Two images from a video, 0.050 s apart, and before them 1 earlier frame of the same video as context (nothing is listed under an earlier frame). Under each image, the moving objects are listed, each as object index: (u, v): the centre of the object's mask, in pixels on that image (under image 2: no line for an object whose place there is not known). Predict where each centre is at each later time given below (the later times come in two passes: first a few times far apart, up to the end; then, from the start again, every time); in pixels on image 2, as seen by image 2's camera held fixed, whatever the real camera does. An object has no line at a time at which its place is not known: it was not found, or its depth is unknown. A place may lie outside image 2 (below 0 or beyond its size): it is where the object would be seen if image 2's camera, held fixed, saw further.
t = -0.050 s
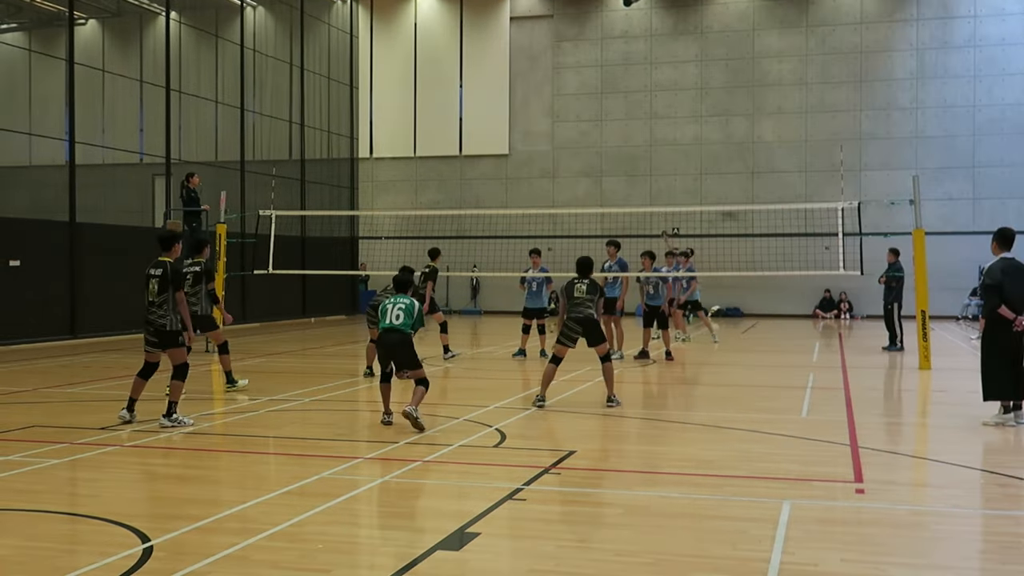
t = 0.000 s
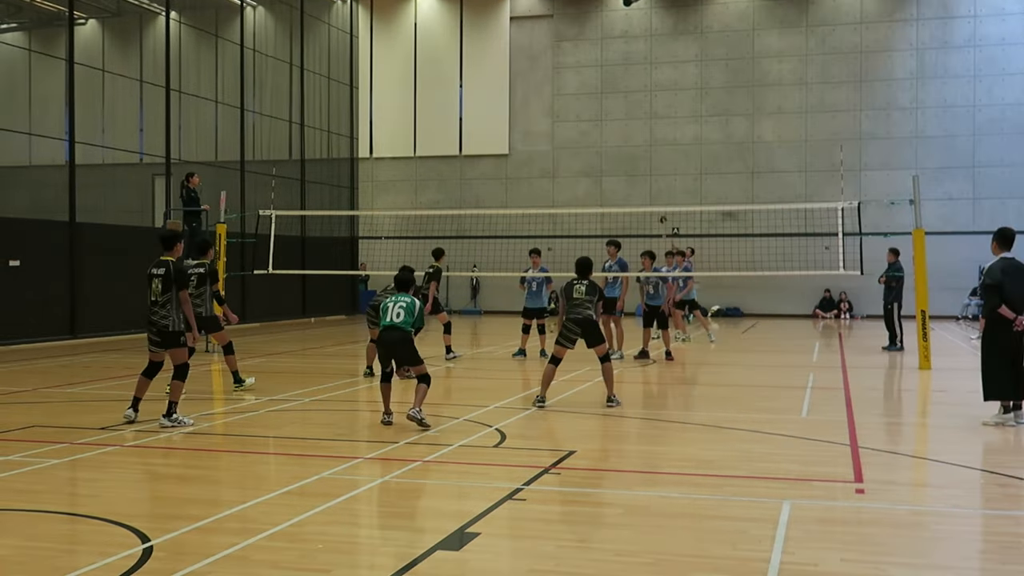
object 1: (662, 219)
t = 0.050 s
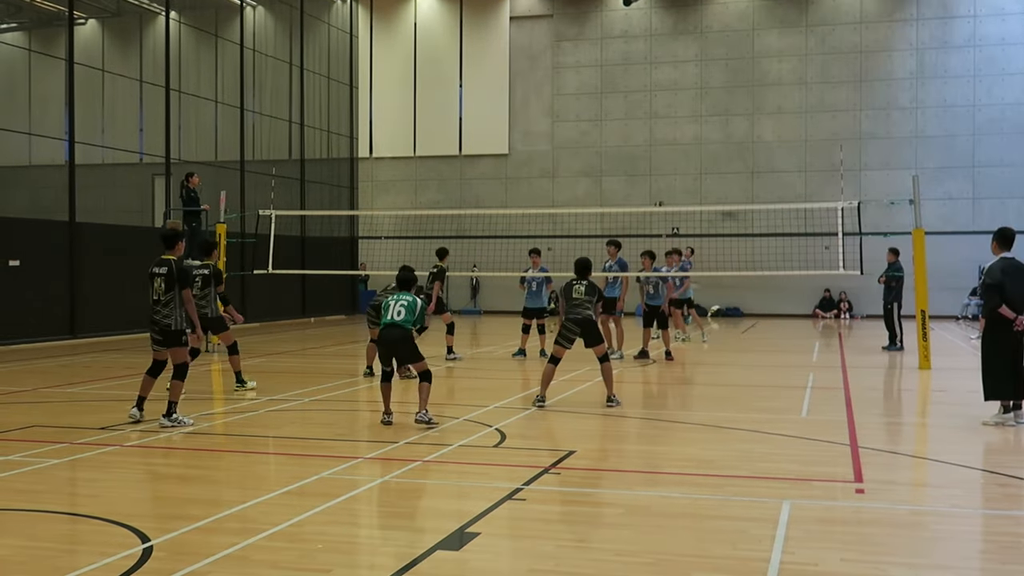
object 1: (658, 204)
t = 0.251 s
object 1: (646, 154)
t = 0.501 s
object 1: (634, 114)
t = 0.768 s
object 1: (618, 102)
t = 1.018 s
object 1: (587, 134)
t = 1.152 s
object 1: (570, 176)
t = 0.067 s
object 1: (658, 200)
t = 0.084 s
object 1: (657, 196)
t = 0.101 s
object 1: (656, 191)
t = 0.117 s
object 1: (655, 186)
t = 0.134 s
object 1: (654, 183)
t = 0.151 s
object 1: (653, 178)
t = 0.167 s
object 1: (652, 174)
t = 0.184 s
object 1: (650, 170)
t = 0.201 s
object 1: (648, 166)
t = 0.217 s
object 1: (648, 162)
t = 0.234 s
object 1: (647, 158)
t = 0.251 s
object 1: (646, 154)
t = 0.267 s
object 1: (645, 151)
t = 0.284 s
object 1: (644, 148)
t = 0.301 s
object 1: (643, 144)
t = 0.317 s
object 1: (643, 141)
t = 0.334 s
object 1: (642, 138)
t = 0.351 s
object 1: (641, 135)
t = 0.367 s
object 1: (640, 133)
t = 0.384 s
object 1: (639, 130)
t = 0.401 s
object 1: (639, 128)
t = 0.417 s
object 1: (638, 125)
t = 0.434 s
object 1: (637, 123)
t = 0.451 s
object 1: (636, 120)
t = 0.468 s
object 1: (635, 118)
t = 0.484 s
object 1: (634, 116)
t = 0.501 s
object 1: (634, 114)
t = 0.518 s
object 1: (633, 112)
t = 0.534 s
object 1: (633, 111)
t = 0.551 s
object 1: (632, 109)
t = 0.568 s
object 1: (631, 107)
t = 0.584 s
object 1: (630, 106)
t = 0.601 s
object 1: (630, 105)
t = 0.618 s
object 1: (629, 104)
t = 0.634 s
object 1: (628, 103)
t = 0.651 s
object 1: (627, 103)
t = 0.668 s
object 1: (626, 102)
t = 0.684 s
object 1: (624, 102)
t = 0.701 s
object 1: (623, 101)
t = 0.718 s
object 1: (622, 101)
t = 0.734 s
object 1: (621, 102)
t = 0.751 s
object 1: (620, 102)
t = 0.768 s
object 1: (618, 102)
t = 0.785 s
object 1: (617, 103)
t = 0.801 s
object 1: (615, 103)
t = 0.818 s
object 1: (613, 105)
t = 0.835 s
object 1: (611, 105)
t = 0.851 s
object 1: (610, 107)
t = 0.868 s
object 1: (607, 108)
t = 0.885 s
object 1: (604, 110)
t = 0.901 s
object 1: (603, 112)
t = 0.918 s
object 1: (600, 114)
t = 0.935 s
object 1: (598, 117)
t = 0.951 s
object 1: (596, 120)
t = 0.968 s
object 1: (594, 123)
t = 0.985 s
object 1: (592, 126)
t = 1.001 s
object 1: (589, 130)
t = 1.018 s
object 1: (587, 134)
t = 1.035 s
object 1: (584, 138)
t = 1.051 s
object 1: (582, 142)
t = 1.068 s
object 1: (580, 148)
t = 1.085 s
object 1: (579, 153)
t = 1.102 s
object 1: (576, 158)
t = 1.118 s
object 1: (574, 164)
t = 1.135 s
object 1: (572, 170)
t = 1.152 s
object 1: (570, 176)
